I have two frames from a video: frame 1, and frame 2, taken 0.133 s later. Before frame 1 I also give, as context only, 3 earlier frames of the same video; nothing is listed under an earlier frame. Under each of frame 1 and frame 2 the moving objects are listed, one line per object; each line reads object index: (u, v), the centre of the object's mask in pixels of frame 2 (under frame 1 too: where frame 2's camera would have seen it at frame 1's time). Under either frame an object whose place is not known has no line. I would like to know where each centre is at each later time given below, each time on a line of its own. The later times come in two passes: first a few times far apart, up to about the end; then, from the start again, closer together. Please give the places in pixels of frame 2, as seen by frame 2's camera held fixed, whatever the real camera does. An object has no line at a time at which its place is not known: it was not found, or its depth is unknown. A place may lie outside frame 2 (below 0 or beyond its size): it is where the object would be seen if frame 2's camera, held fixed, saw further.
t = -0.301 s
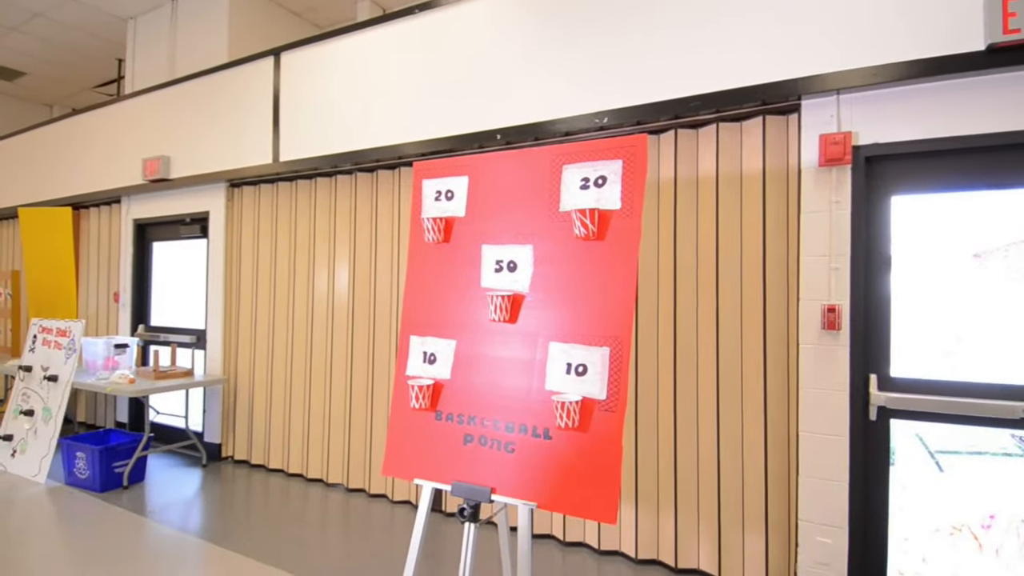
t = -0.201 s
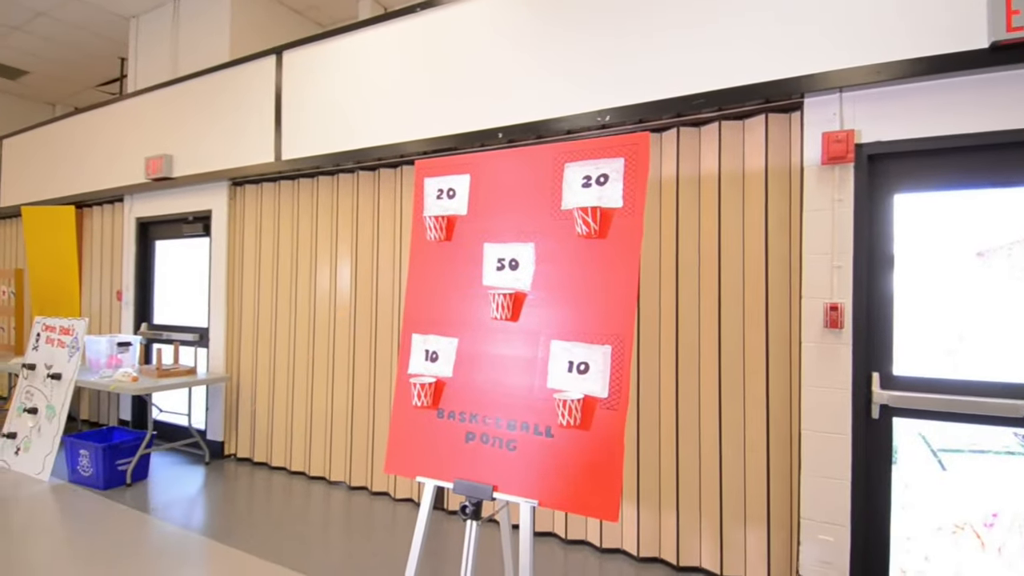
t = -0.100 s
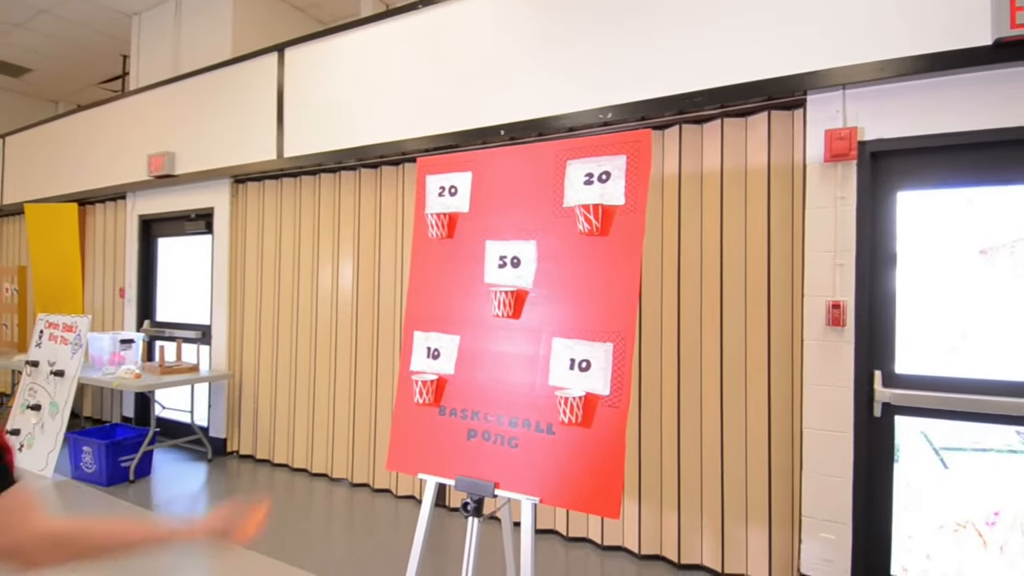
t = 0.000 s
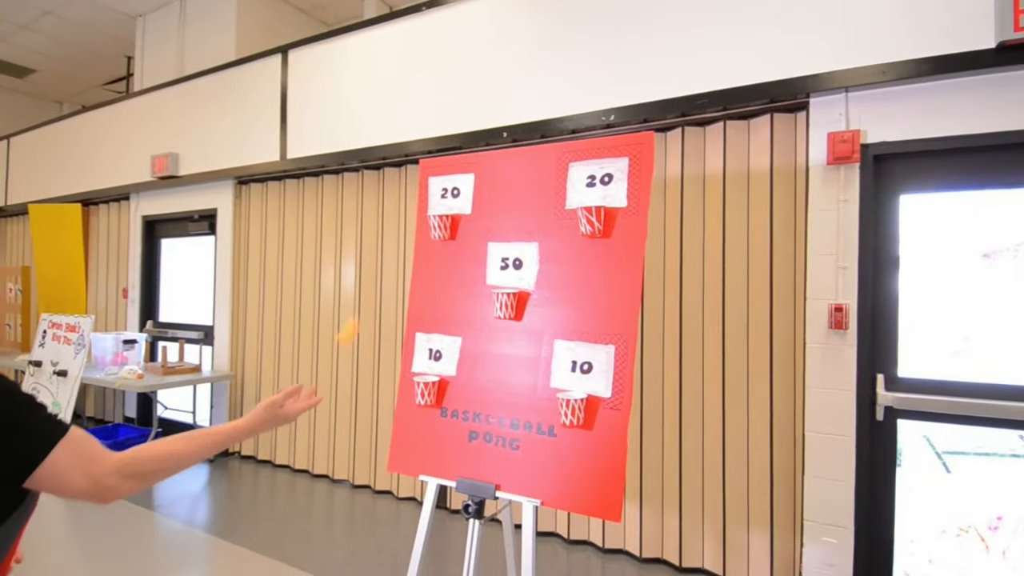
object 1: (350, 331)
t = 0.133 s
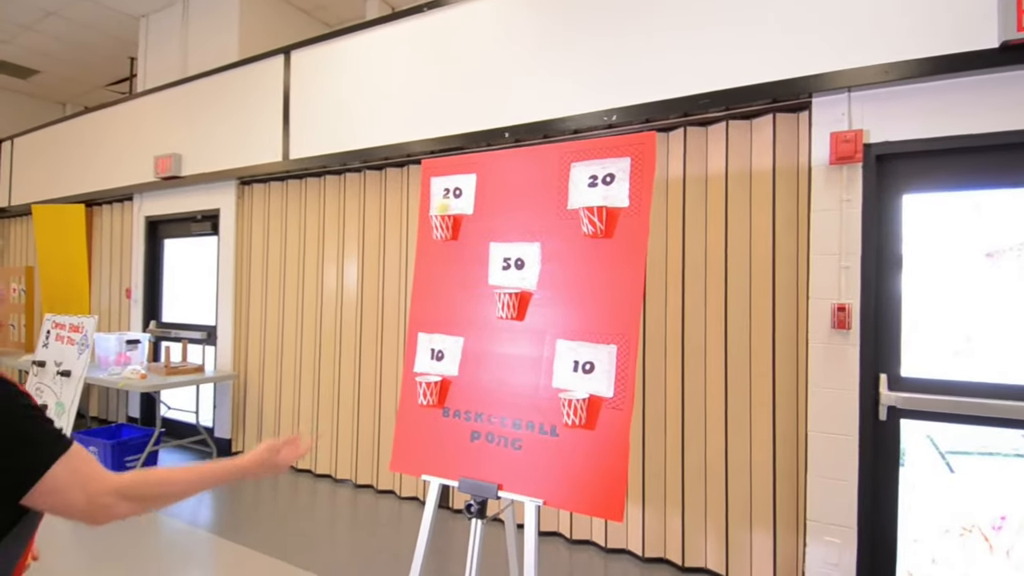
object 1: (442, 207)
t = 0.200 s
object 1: (480, 181)
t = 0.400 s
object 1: (560, 203)
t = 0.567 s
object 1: (576, 294)
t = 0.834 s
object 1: (532, 394)
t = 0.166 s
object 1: (459, 192)
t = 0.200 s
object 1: (480, 181)
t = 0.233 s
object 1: (494, 175)
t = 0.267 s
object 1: (509, 173)
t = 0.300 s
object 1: (523, 176)
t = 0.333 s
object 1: (536, 182)
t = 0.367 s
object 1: (548, 191)
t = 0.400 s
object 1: (560, 203)
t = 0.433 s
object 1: (571, 218)
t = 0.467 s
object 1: (580, 236)
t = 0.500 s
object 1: (580, 253)
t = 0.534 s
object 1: (579, 273)
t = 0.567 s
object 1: (576, 294)
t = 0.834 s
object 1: (532, 394)
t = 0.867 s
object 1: (524, 404)
